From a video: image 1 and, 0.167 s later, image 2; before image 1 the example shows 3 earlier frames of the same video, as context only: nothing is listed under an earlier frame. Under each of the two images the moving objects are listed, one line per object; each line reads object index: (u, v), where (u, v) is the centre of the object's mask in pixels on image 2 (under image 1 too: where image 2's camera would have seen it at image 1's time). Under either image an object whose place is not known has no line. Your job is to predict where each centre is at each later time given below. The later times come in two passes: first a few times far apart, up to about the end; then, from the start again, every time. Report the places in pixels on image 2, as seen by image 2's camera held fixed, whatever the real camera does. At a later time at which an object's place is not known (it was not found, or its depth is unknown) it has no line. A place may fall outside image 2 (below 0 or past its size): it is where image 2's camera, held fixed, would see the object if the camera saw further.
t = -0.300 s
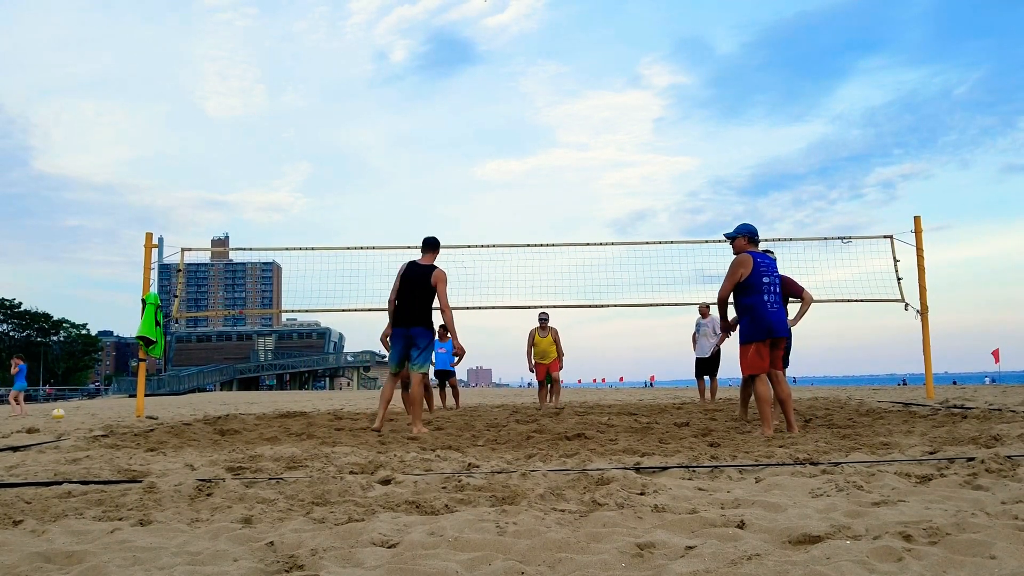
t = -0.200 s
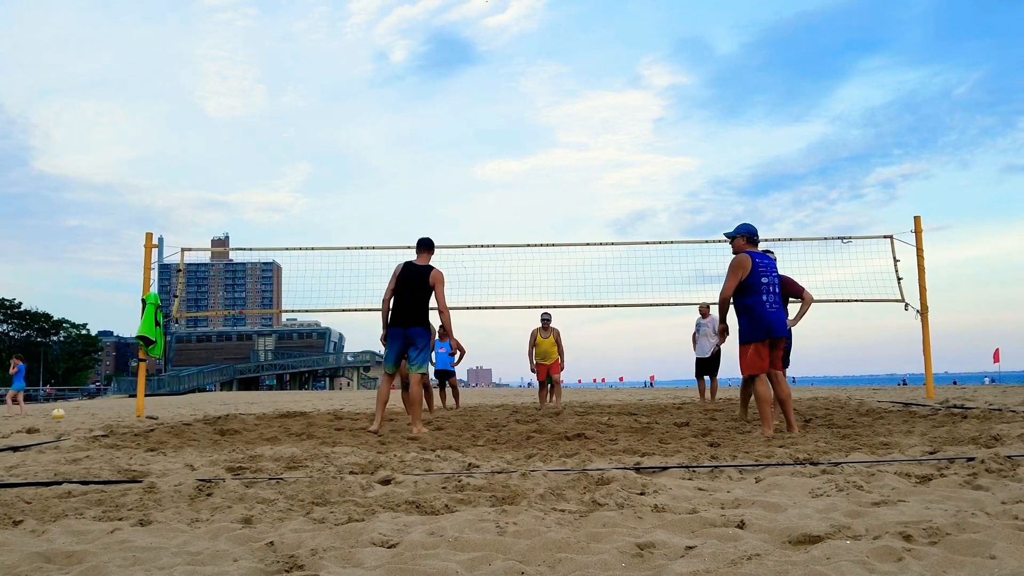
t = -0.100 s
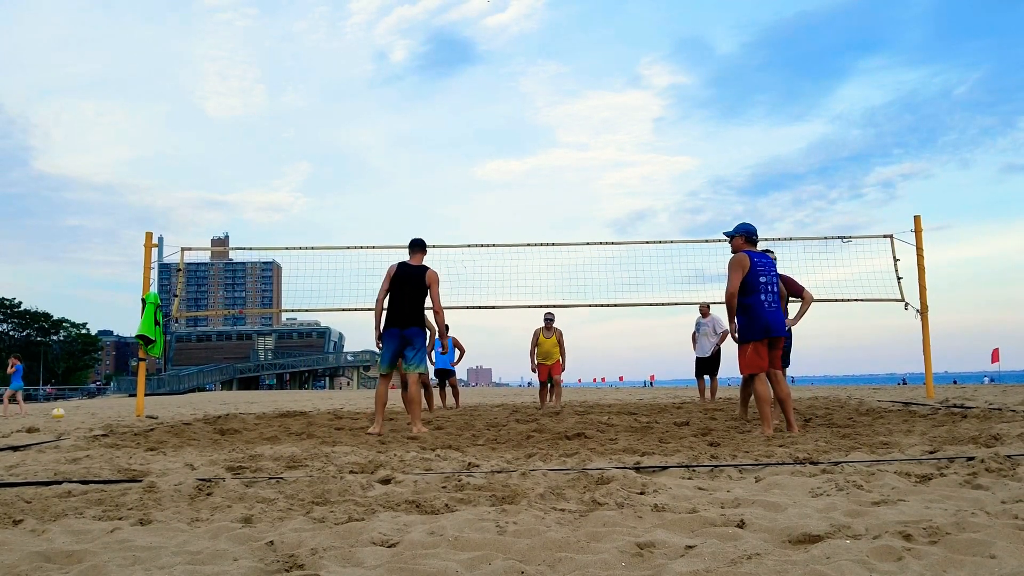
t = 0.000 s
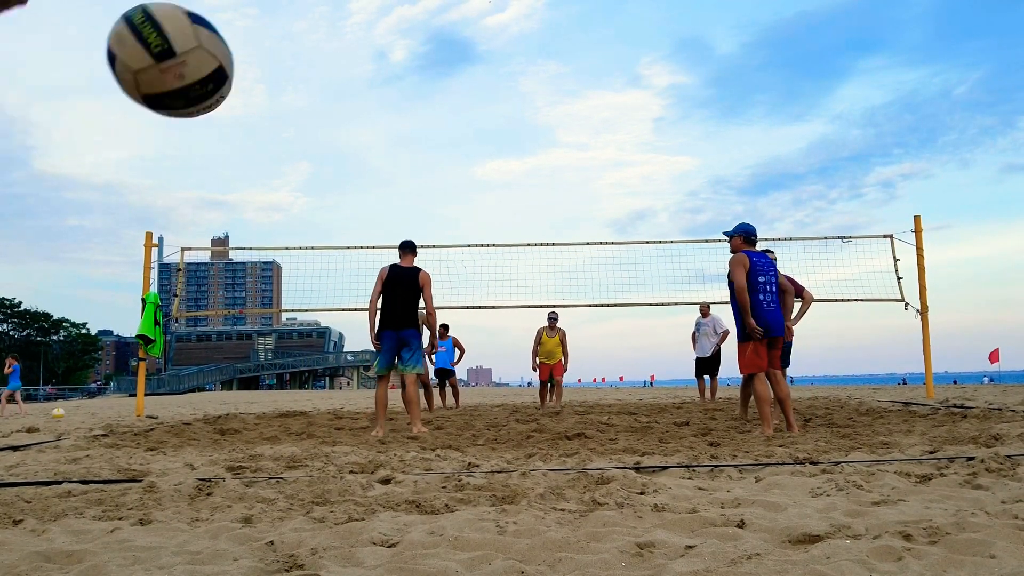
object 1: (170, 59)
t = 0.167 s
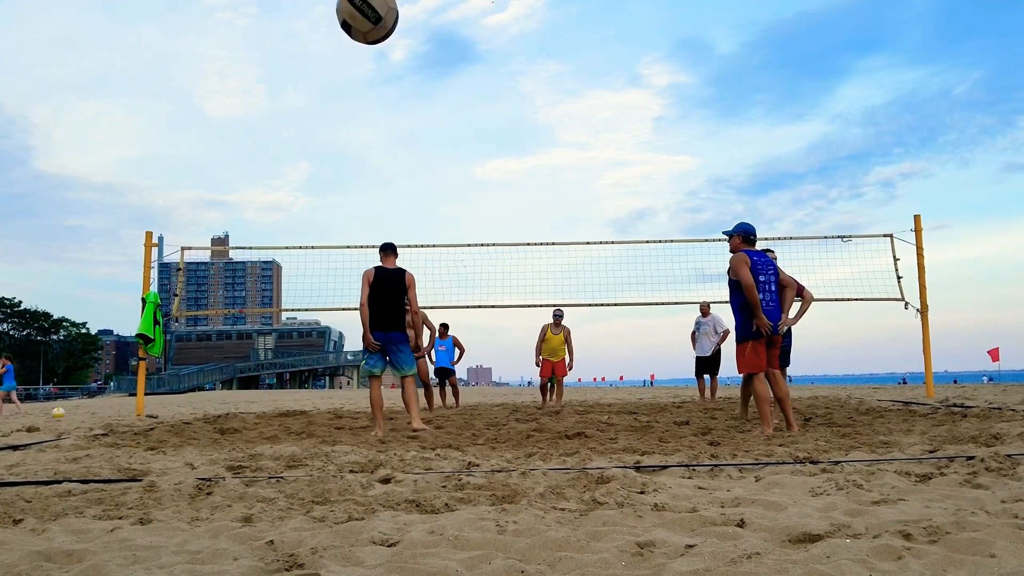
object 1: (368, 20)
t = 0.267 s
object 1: (417, 35)
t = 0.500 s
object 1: (480, 127)
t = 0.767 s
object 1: (518, 264)
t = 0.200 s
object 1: (387, 22)
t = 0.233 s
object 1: (403, 26)
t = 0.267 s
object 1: (417, 35)
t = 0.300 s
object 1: (429, 46)
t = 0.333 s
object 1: (440, 57)
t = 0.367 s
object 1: (450, 70)
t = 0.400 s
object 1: (459, 84)
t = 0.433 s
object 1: (467, 98)
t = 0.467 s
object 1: (473, 112)
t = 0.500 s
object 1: (480, 127)
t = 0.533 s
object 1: (486, 143)
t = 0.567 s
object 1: (492, 159)
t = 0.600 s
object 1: (497, 176)
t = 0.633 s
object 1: (502, 193)
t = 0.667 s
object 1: (506, 210)
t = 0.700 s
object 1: (510, 228)
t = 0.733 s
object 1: (515, 245)
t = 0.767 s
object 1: (518, 264)
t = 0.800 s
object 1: (522, 282)
